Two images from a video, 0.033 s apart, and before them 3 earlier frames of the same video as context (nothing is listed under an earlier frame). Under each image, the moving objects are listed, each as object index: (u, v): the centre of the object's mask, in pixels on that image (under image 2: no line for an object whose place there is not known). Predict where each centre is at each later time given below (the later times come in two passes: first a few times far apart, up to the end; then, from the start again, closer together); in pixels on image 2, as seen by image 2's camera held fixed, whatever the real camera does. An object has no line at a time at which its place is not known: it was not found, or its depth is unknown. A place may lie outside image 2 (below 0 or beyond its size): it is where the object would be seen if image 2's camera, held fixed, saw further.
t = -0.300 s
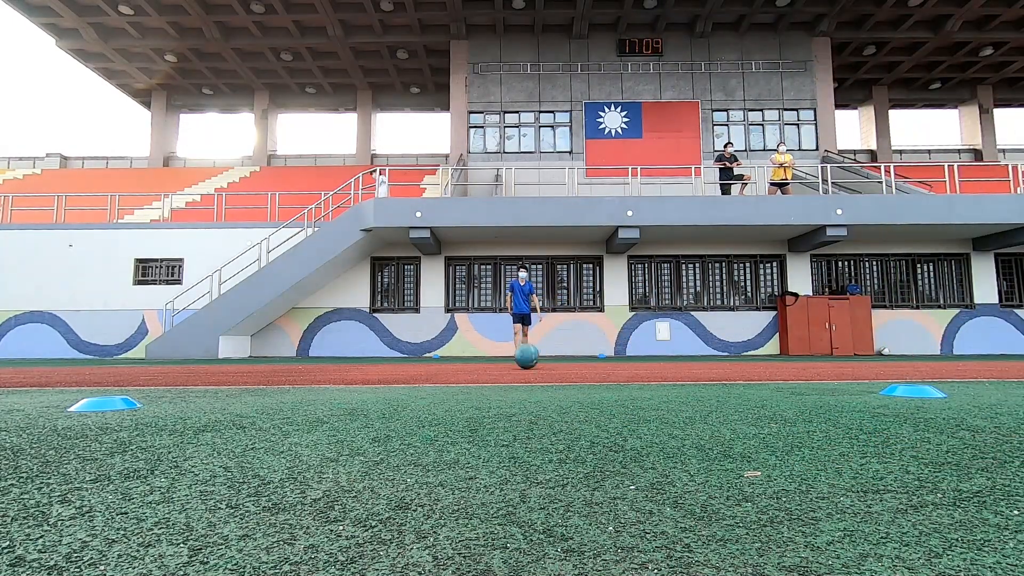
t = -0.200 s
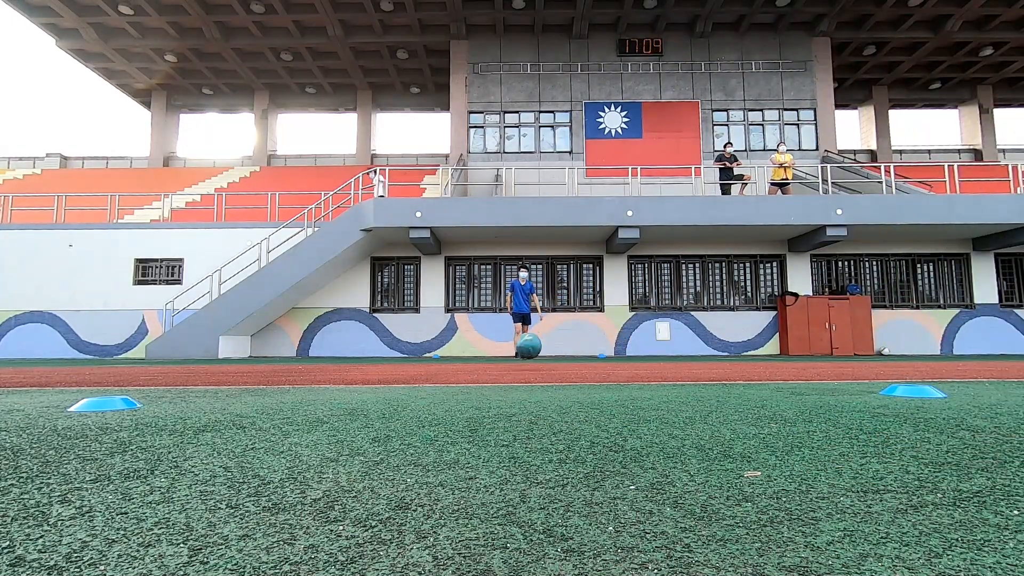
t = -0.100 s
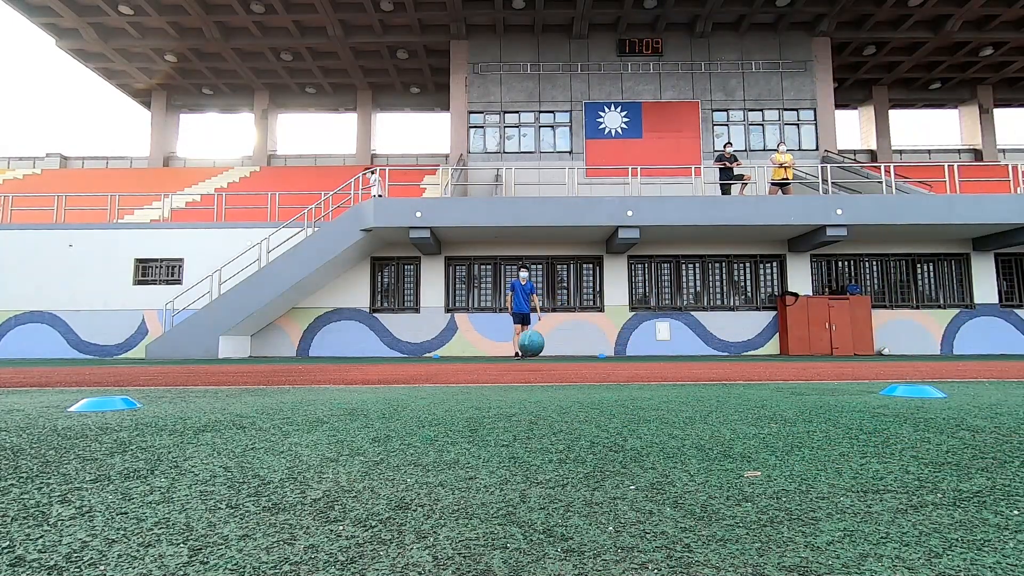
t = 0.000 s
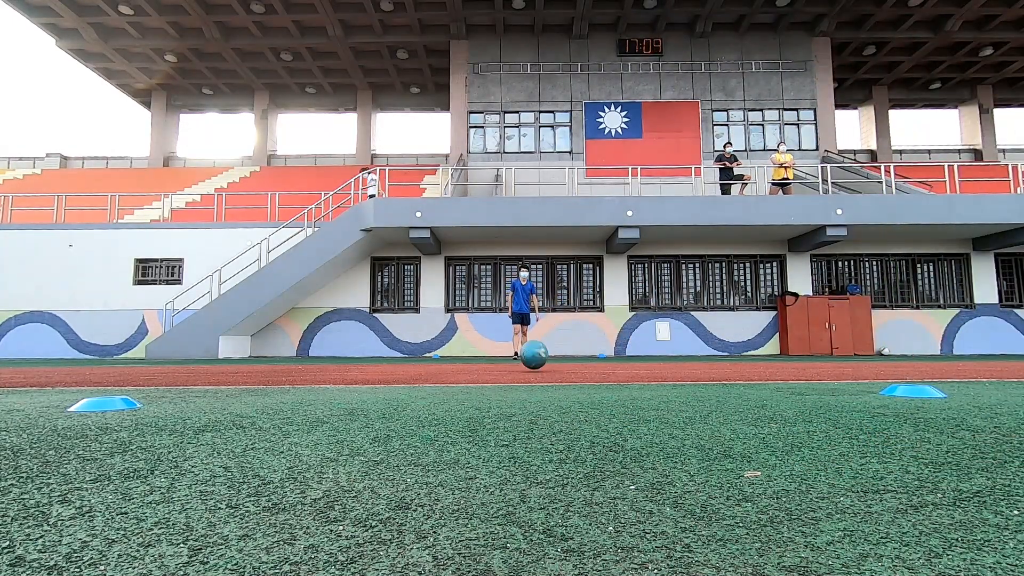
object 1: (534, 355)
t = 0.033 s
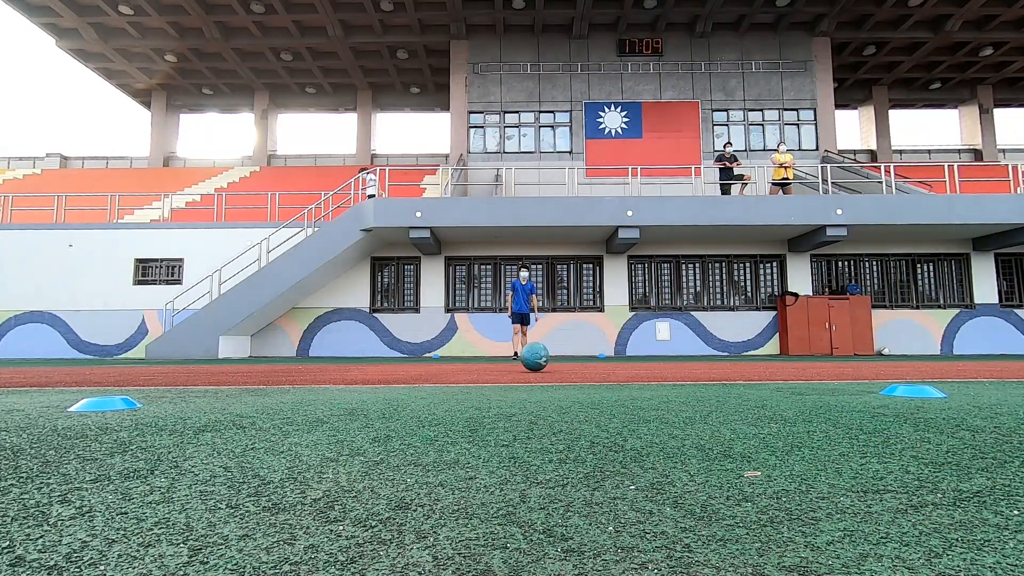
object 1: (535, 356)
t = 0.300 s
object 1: (543, 357)
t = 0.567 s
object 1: (555, 353)
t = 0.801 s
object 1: (569, 360)
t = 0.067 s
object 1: (536, 352)
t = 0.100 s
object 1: (537, 349)
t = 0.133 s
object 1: (538, 347)
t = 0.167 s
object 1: (539, 347)
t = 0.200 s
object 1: (540, 349)
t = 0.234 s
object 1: (541, 352)
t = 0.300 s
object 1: (543, 357)
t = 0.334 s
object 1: (545, 353)
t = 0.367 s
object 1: (546, 351)
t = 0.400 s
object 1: (547, 351)
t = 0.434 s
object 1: (549, 353)
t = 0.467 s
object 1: (550, 357)
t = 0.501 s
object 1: (552, 359)
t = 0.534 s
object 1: (553, 355)
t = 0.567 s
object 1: (555, 353)
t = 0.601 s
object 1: (556, 353)
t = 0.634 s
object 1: (558, 356)
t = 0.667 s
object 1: (560, 360)
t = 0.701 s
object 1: (562, 359)
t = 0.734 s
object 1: (564, 357)
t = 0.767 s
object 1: (567, 357)
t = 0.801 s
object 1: (569, 360)
